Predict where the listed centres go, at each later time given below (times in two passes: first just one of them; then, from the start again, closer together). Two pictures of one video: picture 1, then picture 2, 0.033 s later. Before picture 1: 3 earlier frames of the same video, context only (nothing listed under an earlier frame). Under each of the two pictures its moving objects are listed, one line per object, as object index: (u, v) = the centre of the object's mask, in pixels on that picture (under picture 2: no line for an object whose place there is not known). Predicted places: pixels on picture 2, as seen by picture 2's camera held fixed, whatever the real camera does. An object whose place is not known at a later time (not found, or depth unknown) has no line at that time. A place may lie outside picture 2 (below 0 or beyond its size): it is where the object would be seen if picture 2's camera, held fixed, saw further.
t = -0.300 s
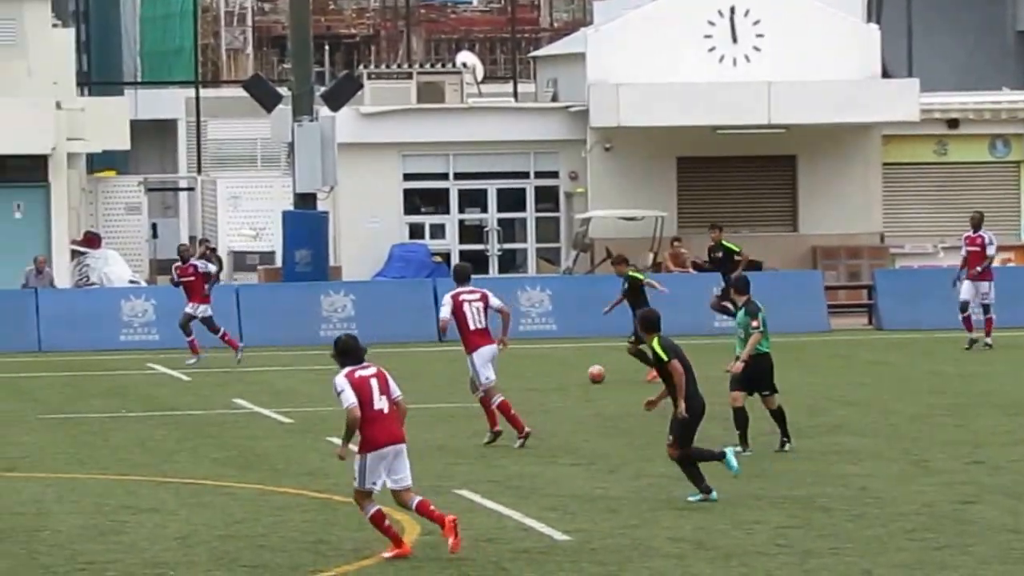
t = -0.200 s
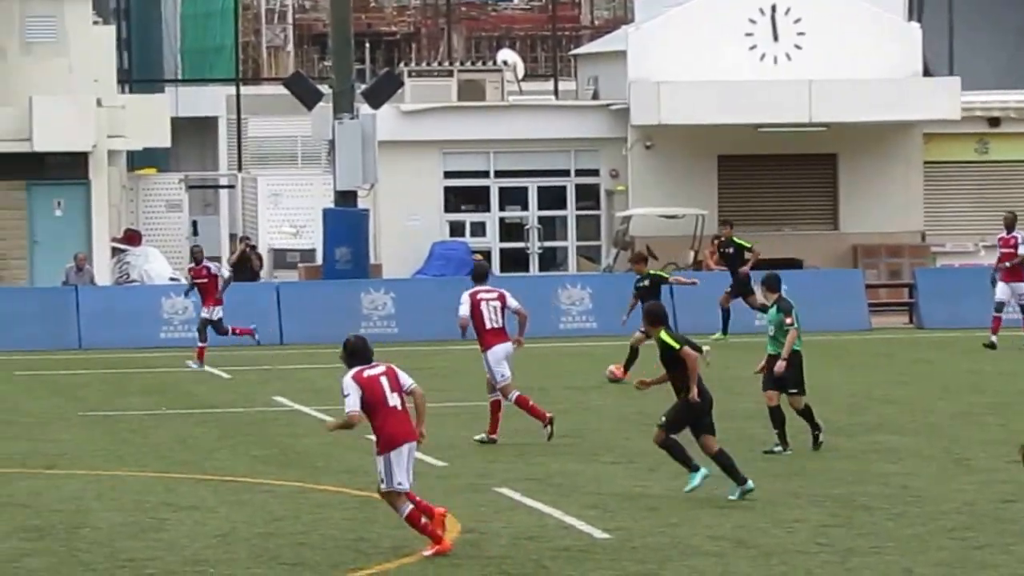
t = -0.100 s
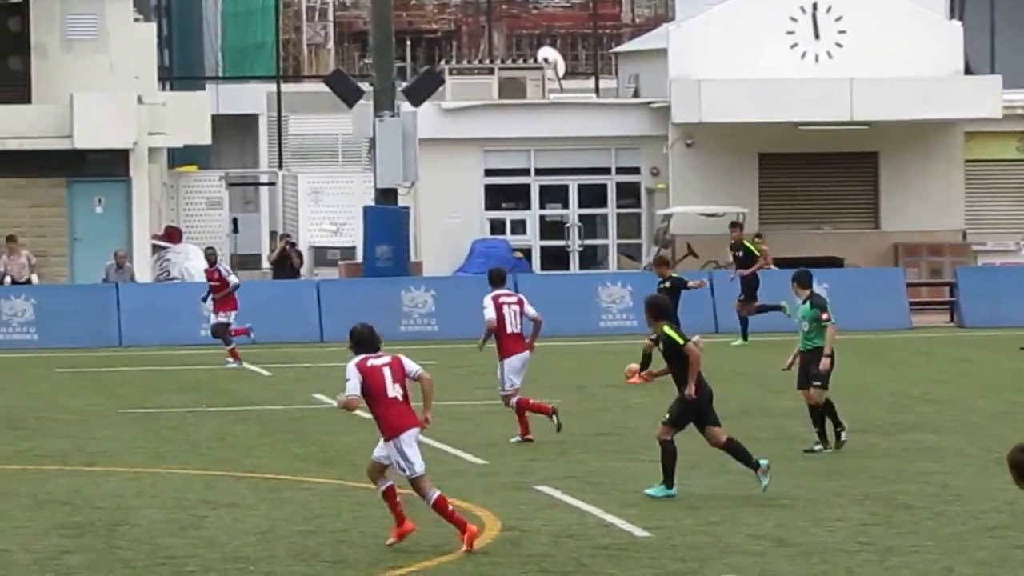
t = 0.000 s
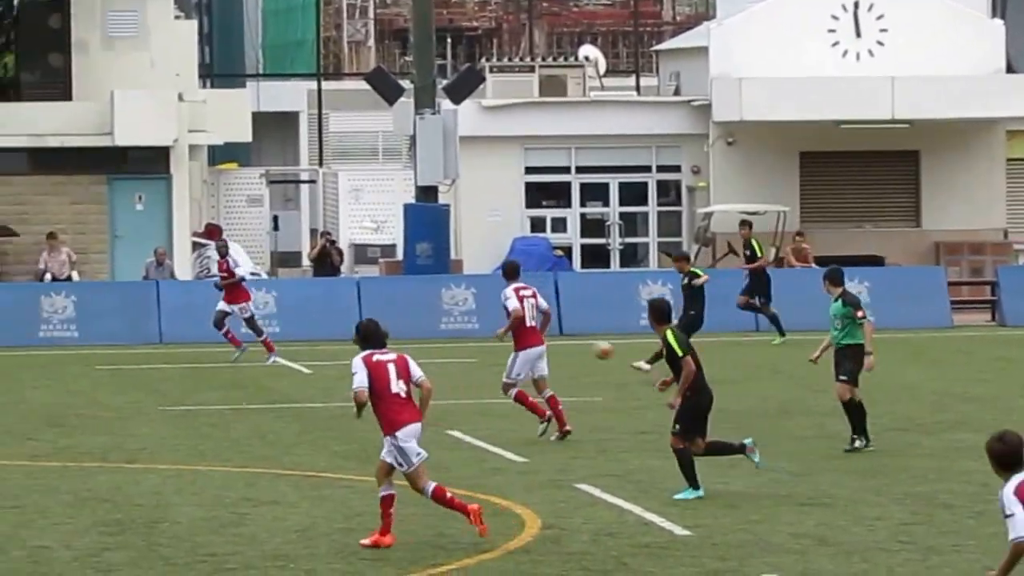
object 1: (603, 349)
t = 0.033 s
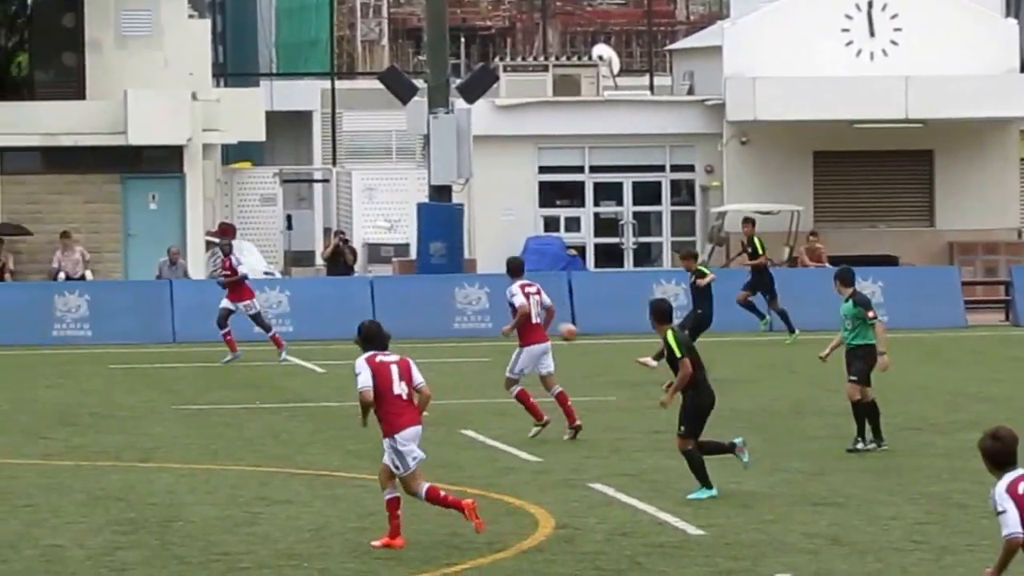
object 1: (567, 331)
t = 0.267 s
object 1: (226, 226)
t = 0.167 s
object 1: (372, 267)
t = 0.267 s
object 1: (226, 226)
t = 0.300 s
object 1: (176, 210)
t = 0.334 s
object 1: (126, 196)
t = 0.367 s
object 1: (76, 183)
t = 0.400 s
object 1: (26, 170)
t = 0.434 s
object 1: (-25, 158)
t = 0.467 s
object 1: (-76, 146)
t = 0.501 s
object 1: (-128, 134)
